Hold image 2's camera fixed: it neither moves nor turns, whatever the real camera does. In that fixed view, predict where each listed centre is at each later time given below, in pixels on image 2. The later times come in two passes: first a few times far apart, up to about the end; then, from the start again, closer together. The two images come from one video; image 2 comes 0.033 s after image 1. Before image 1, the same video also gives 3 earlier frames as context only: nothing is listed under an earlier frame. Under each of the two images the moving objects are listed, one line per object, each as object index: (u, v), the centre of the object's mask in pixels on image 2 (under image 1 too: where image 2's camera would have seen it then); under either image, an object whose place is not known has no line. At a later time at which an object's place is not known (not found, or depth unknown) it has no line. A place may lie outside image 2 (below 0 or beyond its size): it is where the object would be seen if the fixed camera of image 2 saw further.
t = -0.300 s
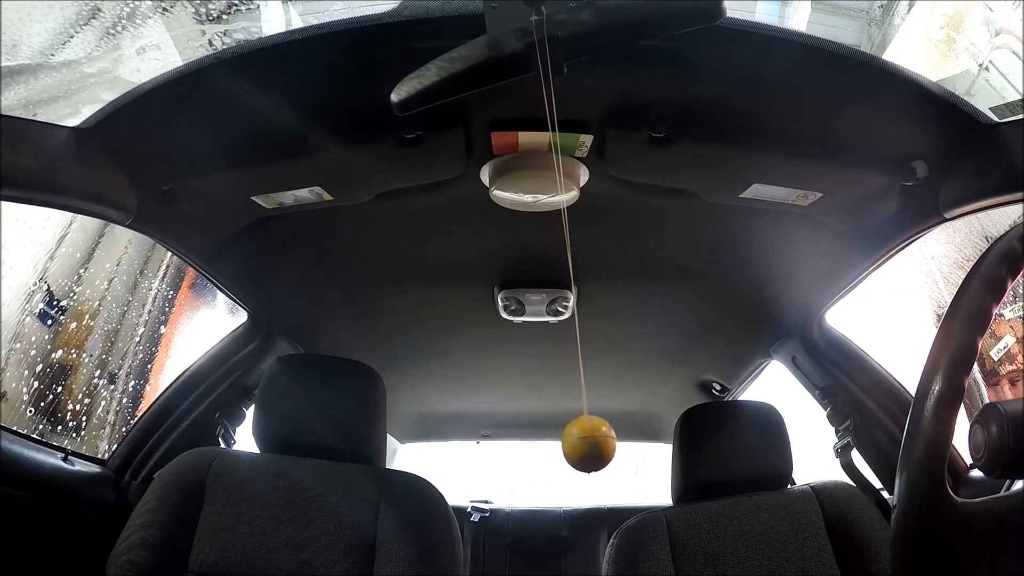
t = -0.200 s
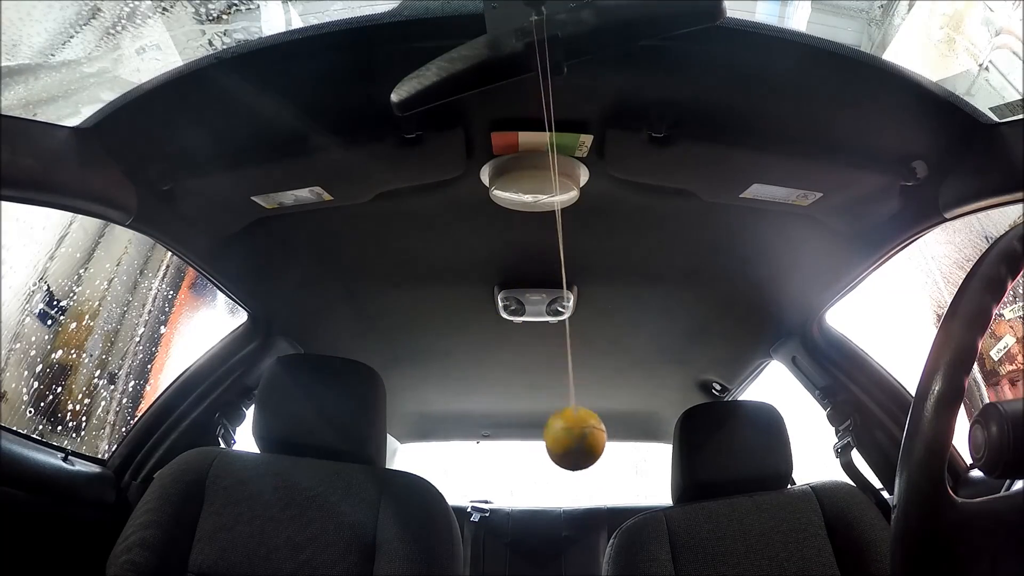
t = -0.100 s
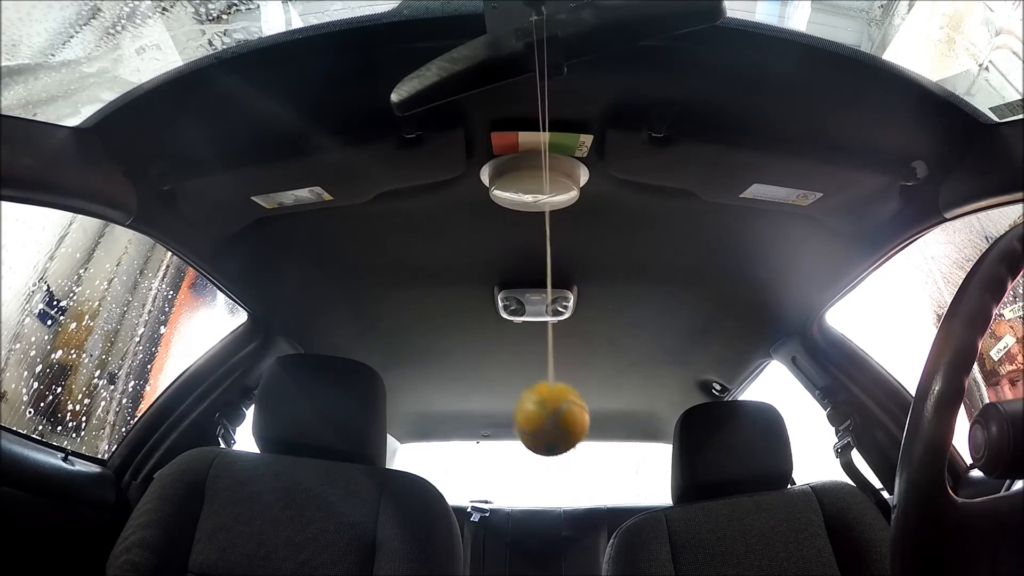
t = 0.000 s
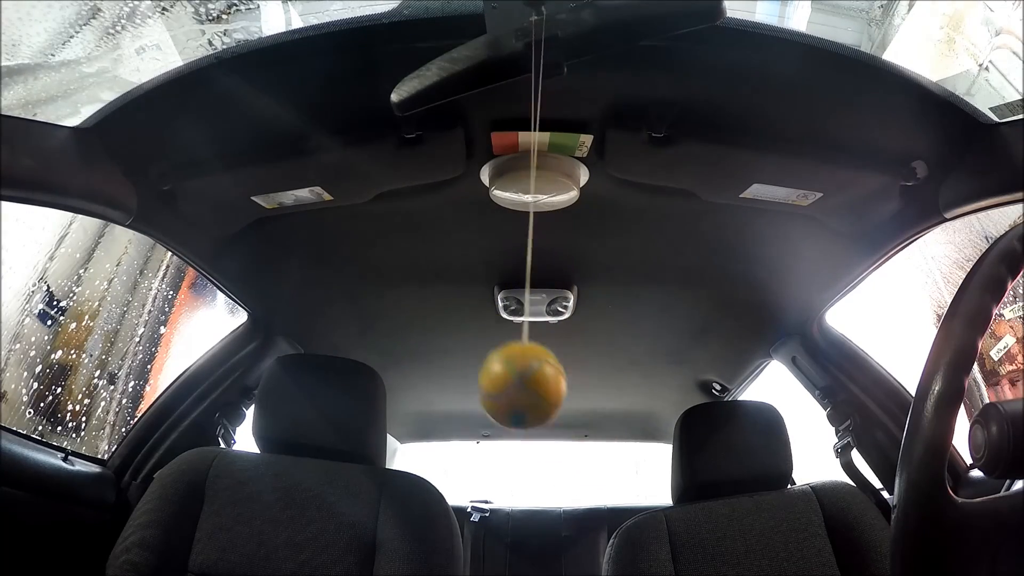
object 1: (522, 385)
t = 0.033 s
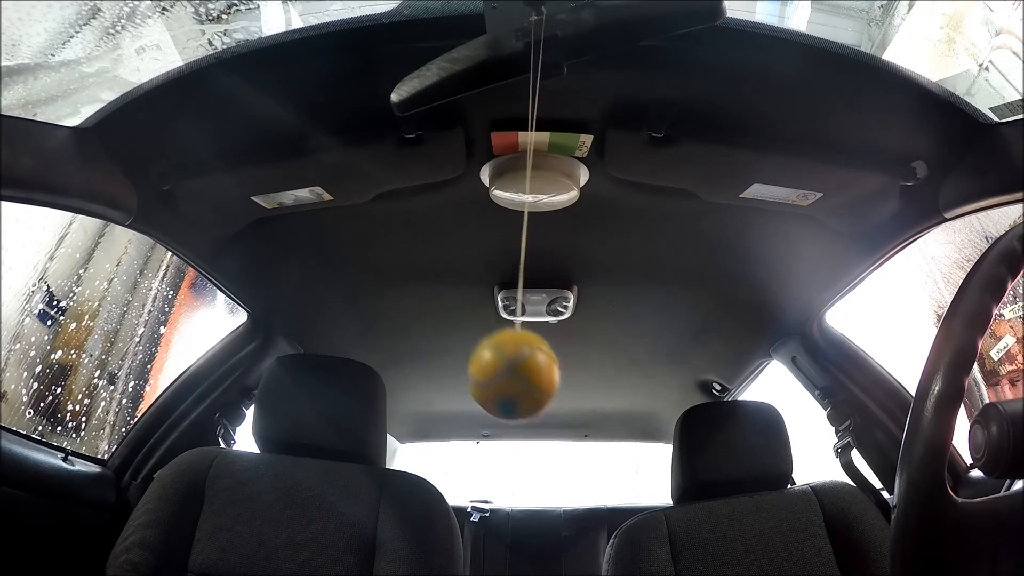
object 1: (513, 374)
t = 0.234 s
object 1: (513, 373)
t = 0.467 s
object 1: (576, 438)
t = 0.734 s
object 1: (590, 444)
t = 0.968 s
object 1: (549, 416)
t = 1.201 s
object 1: (502, 357)
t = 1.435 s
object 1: (554, 421)
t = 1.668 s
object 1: (591, 444)
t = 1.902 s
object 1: (578, 440)
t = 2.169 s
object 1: (511, 370)
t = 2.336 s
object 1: (511, 369)
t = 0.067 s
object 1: (506, 365)
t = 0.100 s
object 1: (502, 359)
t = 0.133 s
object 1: (501, 357)
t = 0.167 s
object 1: (502, 359)
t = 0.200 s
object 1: (507, 365)
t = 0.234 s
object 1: (513, 373)
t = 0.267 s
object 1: (522, 384)
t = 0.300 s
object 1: (532, 397)
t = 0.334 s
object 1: (542, 408)
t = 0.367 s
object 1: (552, 418)
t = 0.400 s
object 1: (561, 428)
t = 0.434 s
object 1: (569, 434)
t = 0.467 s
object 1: (576, 438)
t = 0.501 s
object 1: (581, 441)
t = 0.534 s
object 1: (585, 443)
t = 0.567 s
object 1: (589, 443)
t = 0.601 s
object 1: (591, 444)
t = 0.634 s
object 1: (592, 444)
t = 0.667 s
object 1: (592, 444)
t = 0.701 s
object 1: (592, 444)
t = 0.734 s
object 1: (590, 444)
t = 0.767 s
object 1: (588, 443)
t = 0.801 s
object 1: (584, 442)
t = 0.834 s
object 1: (579, 440)
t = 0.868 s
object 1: (573, 437)
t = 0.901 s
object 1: (566, 432)
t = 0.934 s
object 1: (558, 425)
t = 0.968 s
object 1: (549, 416)
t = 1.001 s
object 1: (539, 406)
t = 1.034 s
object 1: (529, 394)
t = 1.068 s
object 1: (520, 383)
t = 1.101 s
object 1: (512, 372)
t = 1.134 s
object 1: (506, 364)
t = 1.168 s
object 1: (502, 359)
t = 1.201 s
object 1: (502, 357)
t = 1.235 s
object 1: (504, 360)
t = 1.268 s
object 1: (509, 367)
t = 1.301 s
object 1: (516, 376)
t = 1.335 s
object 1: (525, 387)
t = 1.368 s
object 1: (535, 400)
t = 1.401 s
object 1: (545, 411)
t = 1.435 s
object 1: (554, 421)
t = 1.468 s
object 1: (563, 429)
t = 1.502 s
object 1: (570, 435)
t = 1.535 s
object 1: (577, 439)
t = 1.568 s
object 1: (582, 441)
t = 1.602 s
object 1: (586, 443)
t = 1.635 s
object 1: (589, 444)
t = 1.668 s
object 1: (591, 444)
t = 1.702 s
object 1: (592, 444)
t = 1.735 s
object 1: (592, 444)
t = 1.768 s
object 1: (591, 444)
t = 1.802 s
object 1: (589, 444)
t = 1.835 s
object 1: (586, 443)
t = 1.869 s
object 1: (582, 442)
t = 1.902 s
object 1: (578, 440)
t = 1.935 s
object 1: (571, 436)
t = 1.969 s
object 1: (564, 431)
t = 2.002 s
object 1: (556, 424)
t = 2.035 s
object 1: (547, 414)
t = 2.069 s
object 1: (537, 404)
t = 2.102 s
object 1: (527, 392)
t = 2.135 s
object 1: (519, 380)
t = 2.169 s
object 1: (511, 370)
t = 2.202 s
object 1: (506, 363)
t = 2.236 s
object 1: (503, 359)
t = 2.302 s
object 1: (506, 363)
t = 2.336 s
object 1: (511, 369)
